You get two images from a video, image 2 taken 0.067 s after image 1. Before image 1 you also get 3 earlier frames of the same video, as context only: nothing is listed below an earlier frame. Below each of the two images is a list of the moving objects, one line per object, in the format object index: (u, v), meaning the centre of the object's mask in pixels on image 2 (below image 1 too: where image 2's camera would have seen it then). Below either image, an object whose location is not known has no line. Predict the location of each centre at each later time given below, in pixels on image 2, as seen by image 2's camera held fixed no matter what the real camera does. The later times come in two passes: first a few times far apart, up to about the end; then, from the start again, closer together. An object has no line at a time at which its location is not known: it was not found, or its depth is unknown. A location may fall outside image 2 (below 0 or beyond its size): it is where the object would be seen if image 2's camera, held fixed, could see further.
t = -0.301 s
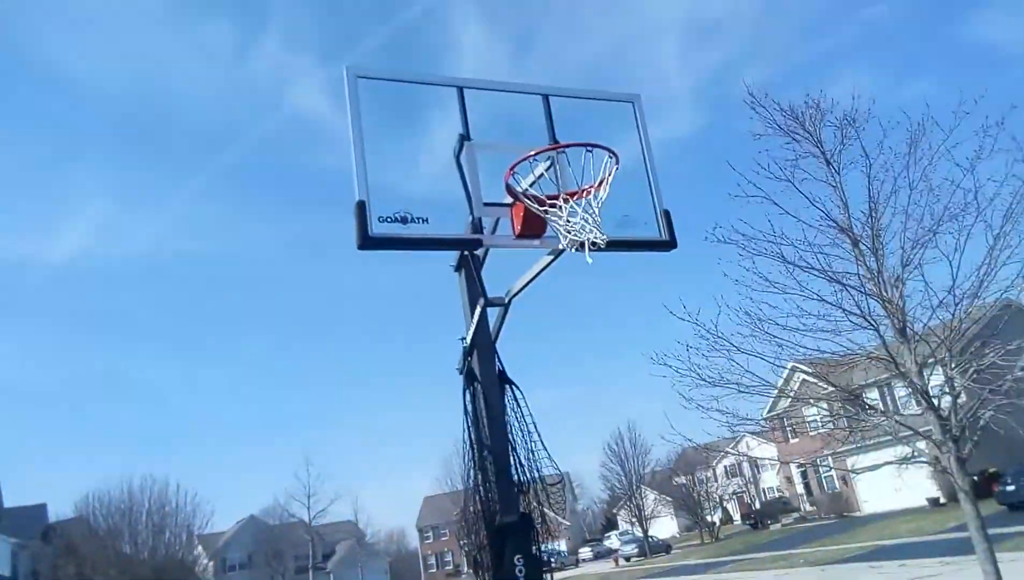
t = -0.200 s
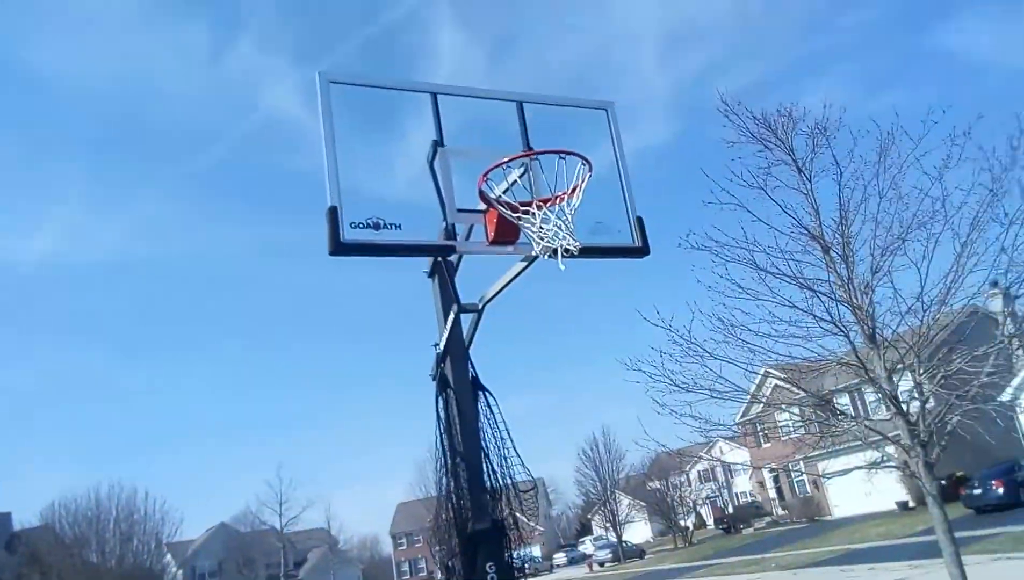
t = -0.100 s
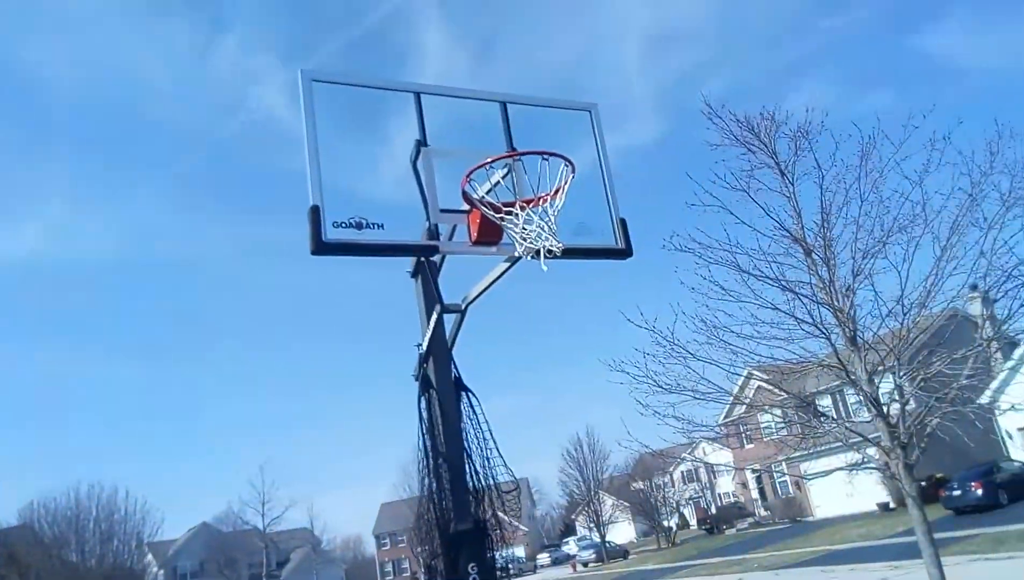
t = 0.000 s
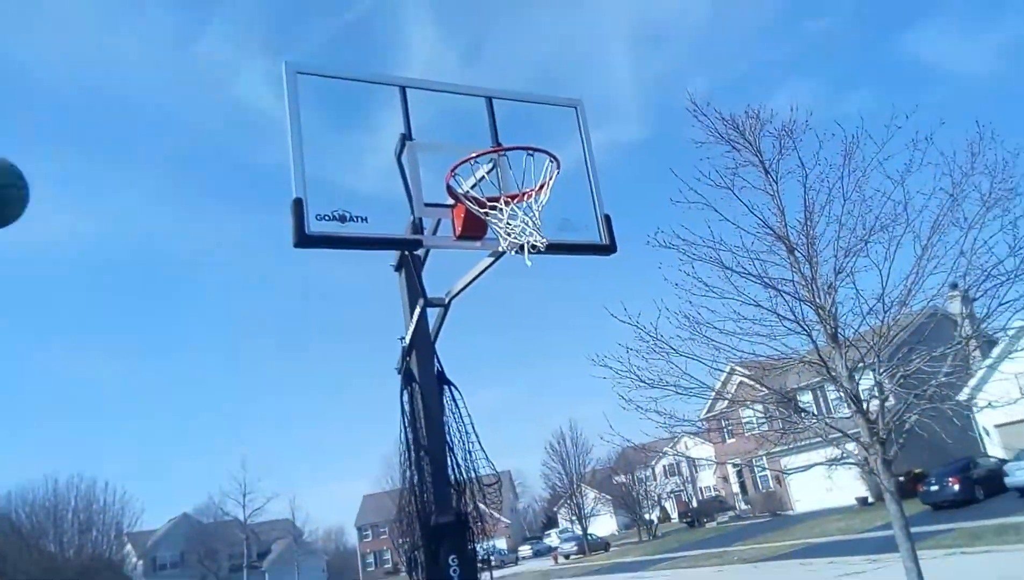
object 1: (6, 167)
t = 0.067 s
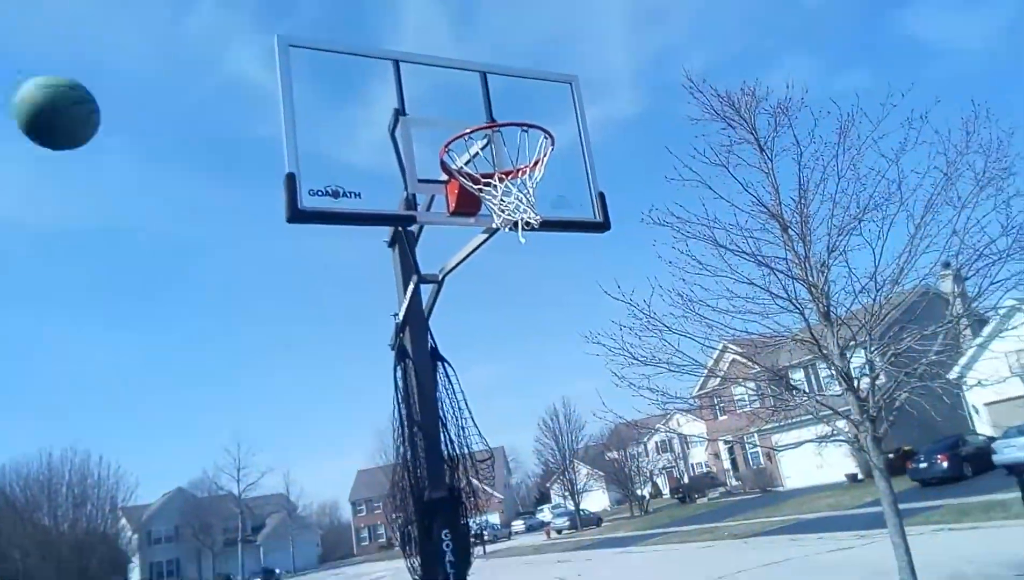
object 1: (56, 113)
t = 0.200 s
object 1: (204, 57)
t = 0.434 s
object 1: (423, 79)
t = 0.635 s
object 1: (506, 70)
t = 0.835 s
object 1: (573, 99)
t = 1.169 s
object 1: (740, 381)
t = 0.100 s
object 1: (99, 94)
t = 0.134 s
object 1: (136, 77)
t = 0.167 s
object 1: (171, 65)
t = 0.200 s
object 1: (204, 57)
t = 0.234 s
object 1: (237, 52)
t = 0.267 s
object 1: (277, 52)
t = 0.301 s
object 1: (307, 52)
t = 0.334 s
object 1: (331, 53)
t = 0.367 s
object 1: (362, 59)
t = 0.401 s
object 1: (391, 67)
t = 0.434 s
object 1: (423, 79)
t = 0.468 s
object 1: (451, 92)
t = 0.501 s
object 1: (470, 98)
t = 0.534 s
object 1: (477, 87)
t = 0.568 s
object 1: (486, 78)
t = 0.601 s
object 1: (496, 73)
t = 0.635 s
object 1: (506, 70)
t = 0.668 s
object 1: (515, 68)
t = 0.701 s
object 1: (524, 69)
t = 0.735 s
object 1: (536, 73)
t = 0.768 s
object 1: (547, 79)
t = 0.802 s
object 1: (559, 87)
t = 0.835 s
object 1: (573, 99)
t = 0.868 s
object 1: (585, 114)
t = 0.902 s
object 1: (599, 131)
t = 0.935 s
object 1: (613, 150)
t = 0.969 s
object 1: (629, 172)
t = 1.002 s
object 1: (645, 198)
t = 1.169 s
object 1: (740, 381)
